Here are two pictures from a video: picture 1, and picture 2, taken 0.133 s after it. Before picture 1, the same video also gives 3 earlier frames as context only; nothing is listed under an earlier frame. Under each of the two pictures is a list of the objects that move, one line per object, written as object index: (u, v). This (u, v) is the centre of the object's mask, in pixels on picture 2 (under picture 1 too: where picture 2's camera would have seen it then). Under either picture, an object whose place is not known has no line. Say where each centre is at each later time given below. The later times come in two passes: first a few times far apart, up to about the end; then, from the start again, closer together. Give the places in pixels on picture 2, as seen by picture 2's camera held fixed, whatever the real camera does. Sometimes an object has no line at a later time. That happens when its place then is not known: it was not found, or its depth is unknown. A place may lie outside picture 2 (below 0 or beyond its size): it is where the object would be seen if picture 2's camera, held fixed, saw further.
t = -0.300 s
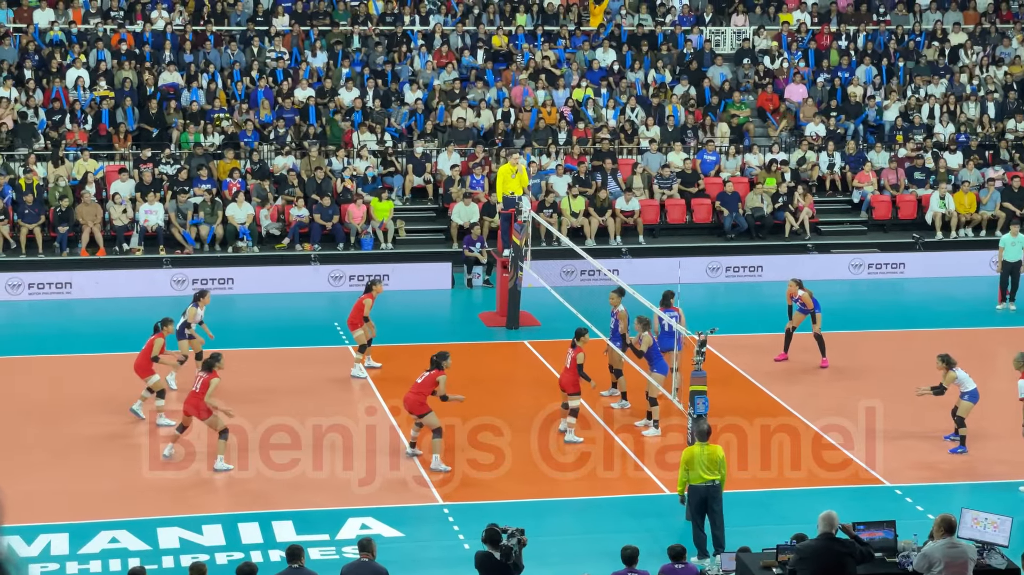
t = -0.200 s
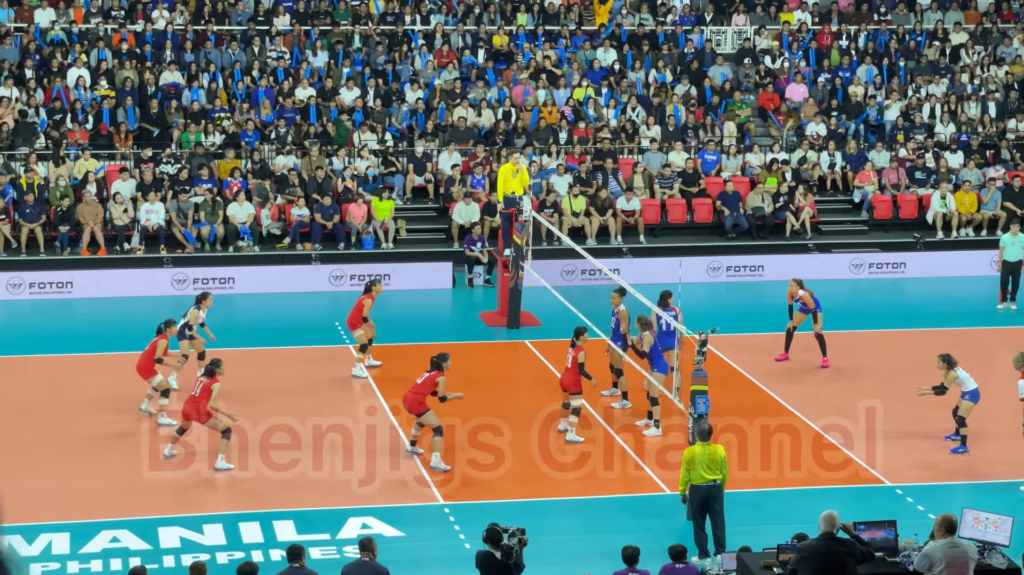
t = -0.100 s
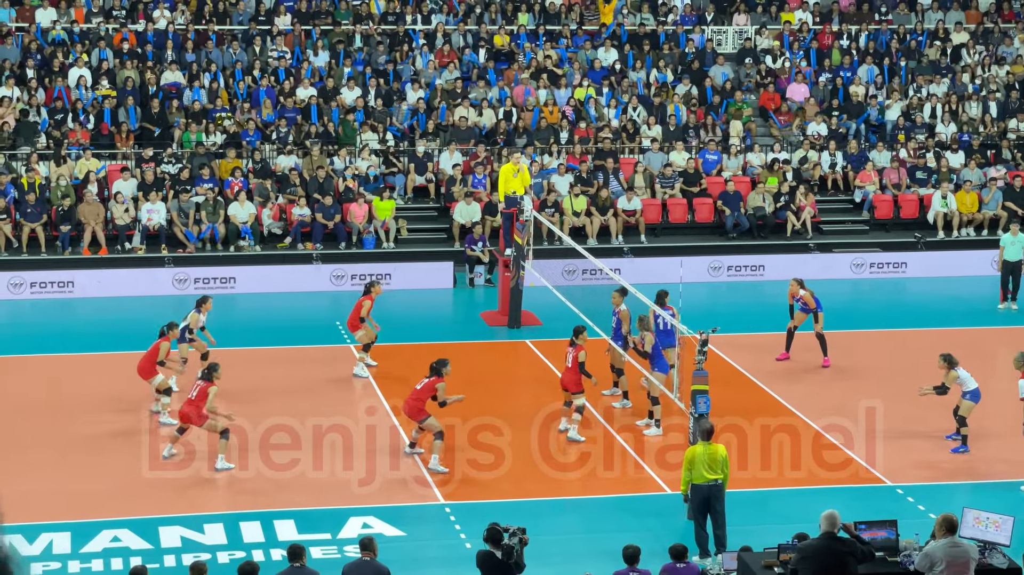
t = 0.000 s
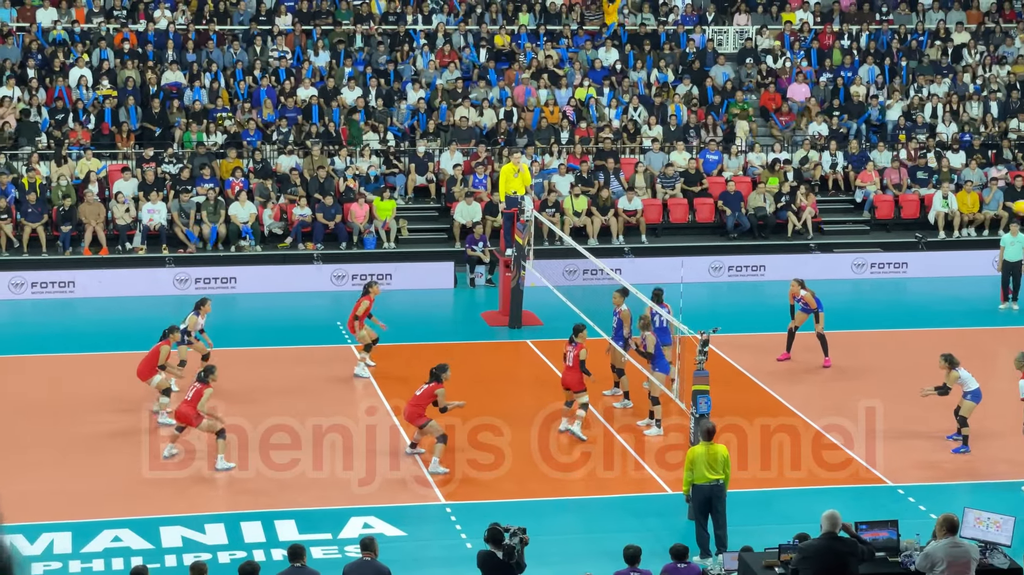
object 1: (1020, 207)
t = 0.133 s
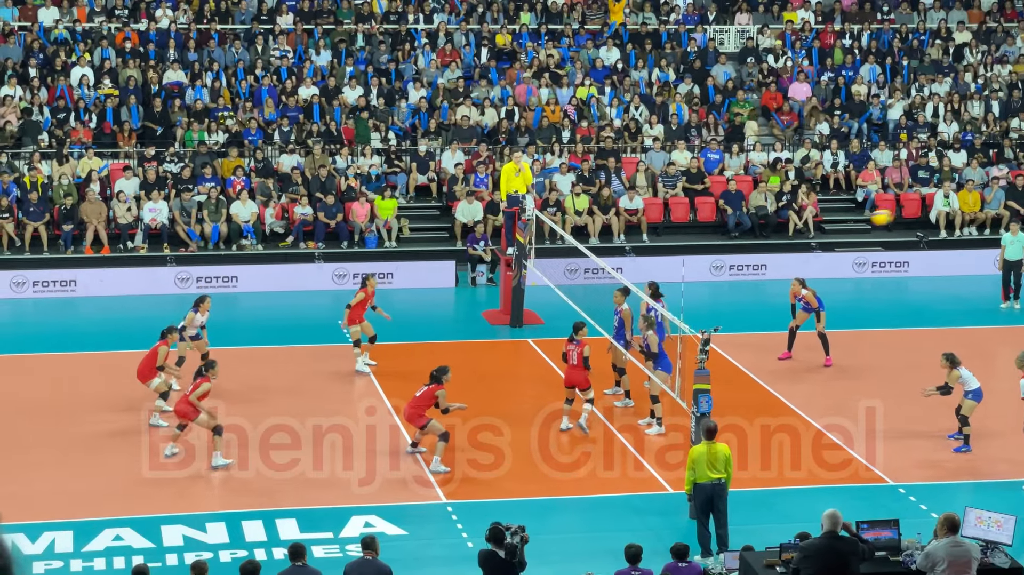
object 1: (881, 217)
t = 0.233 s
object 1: (778, 233)
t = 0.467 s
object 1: (537, 297)
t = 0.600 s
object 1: (404, 350)
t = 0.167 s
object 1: (847, 222)
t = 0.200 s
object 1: (812, 227)
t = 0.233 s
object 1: (778, 233)
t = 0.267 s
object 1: (744, 240)
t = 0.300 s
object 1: (709, 248)
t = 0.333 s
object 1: (675, 255)
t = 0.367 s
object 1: (640, 265)
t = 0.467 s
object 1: (537, 297)
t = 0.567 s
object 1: (437, 335)
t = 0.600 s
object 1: (404, 350)
